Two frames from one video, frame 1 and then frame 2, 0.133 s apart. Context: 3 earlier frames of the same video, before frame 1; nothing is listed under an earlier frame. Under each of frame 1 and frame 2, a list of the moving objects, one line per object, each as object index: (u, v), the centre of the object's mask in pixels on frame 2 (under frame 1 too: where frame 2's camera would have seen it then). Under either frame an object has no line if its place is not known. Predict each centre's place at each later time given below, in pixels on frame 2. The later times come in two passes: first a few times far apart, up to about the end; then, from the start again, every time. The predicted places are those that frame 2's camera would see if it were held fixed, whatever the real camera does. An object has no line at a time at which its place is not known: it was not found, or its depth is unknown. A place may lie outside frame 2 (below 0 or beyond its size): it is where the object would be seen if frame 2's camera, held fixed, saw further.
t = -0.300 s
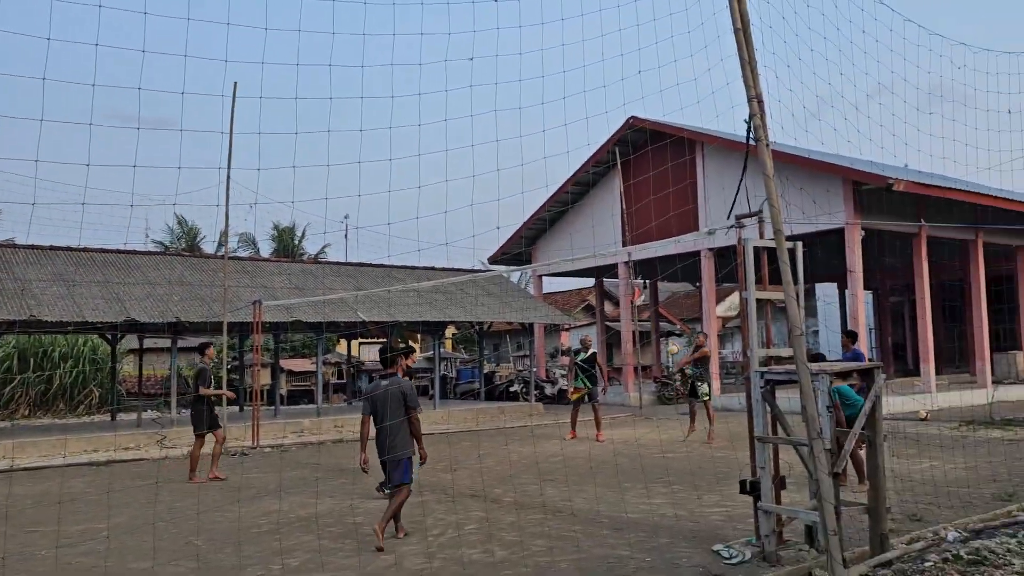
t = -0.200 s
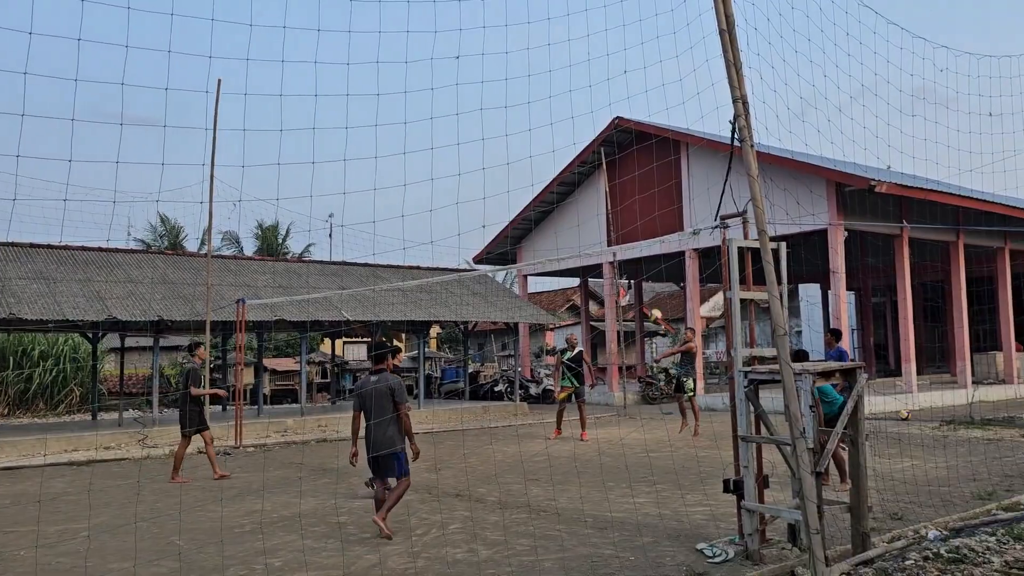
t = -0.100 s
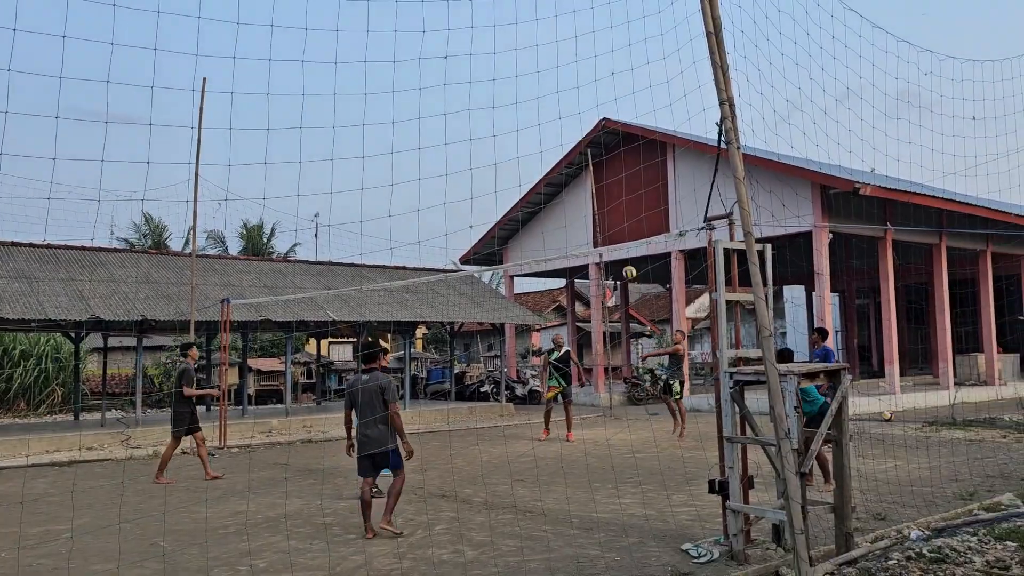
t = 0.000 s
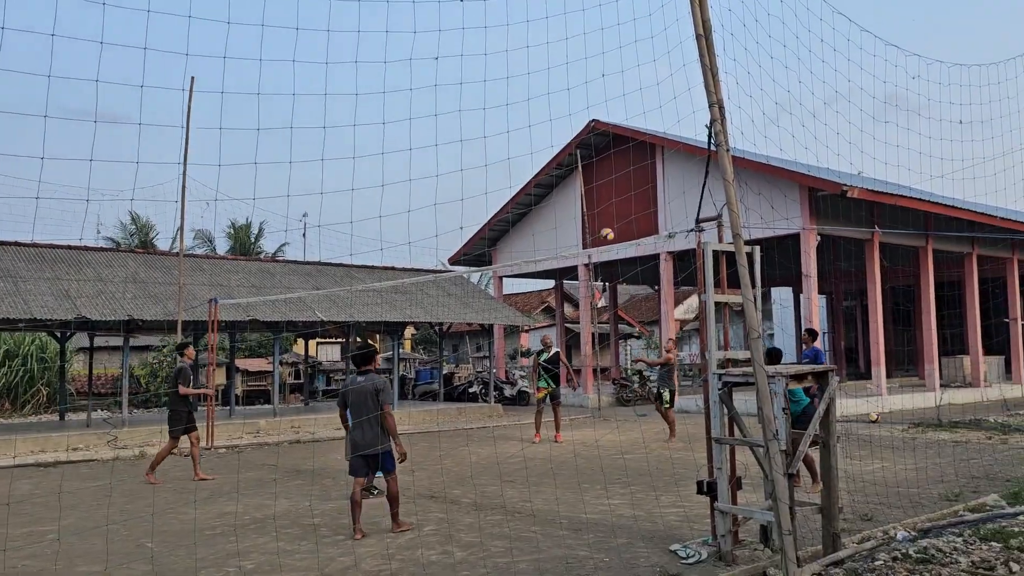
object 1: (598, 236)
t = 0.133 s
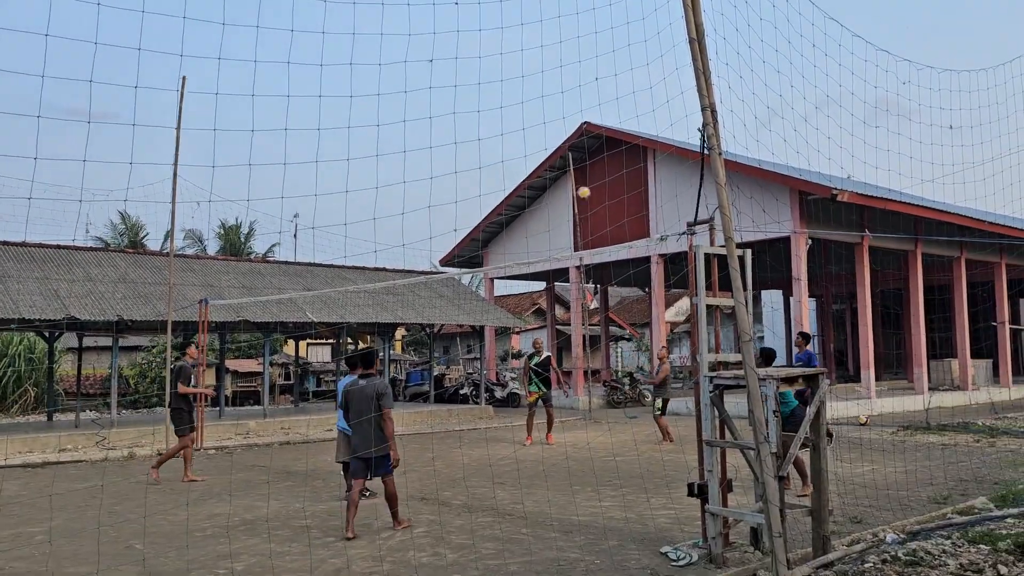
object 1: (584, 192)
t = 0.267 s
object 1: (569, 158)
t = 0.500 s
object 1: (540, 124)
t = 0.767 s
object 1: (507, 124)
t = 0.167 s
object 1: (581, 183)
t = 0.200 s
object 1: (576, 175)
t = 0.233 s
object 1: (573, 166)
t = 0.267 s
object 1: (569, 158)
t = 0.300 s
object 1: (565, 152)
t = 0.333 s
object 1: (562, 146)
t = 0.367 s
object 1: (557, 140)
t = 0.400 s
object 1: (553, 135)
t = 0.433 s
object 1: (548, 130)
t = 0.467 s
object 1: (544, 127)
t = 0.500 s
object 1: (540, 124)
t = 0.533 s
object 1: (536, 121)
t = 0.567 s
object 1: (532, 119)
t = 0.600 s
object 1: (528, 118)
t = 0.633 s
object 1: (524, 118)
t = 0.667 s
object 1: (520, 118)
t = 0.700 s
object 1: (515, 120)
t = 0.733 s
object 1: (511, 121)
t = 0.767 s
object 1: (507, 124)
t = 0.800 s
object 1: (503, 127)
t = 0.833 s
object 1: (499, 131)
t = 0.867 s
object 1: (494, 136)
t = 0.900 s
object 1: (489, 142)
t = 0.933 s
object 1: (485, 149)
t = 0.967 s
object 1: (480, 156)
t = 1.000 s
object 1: (476, 163)
